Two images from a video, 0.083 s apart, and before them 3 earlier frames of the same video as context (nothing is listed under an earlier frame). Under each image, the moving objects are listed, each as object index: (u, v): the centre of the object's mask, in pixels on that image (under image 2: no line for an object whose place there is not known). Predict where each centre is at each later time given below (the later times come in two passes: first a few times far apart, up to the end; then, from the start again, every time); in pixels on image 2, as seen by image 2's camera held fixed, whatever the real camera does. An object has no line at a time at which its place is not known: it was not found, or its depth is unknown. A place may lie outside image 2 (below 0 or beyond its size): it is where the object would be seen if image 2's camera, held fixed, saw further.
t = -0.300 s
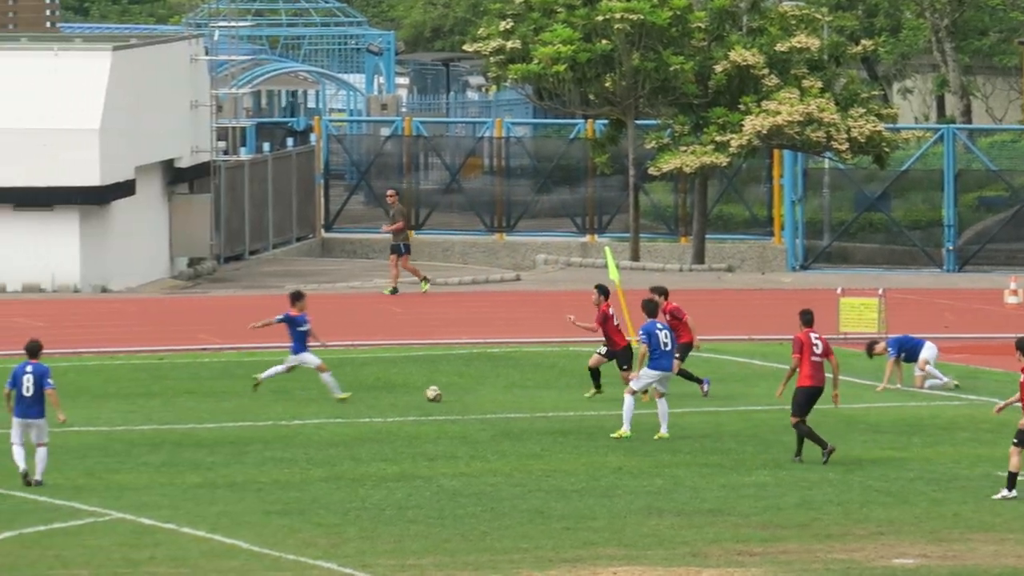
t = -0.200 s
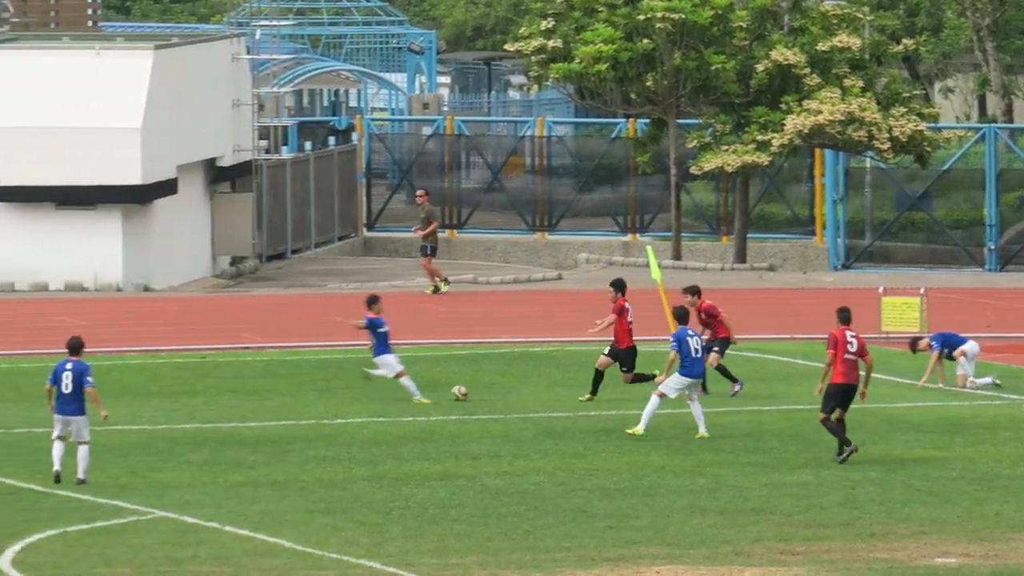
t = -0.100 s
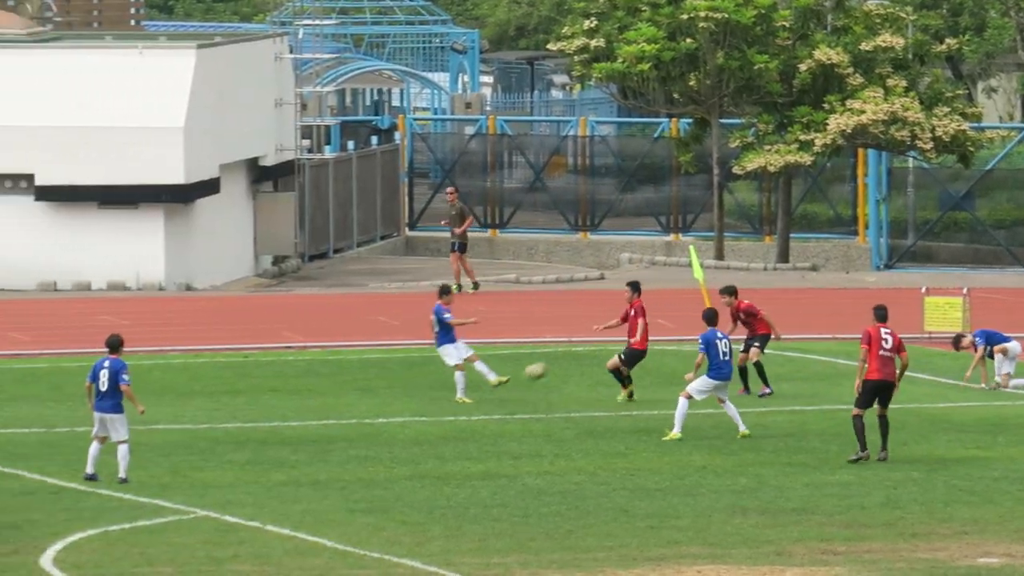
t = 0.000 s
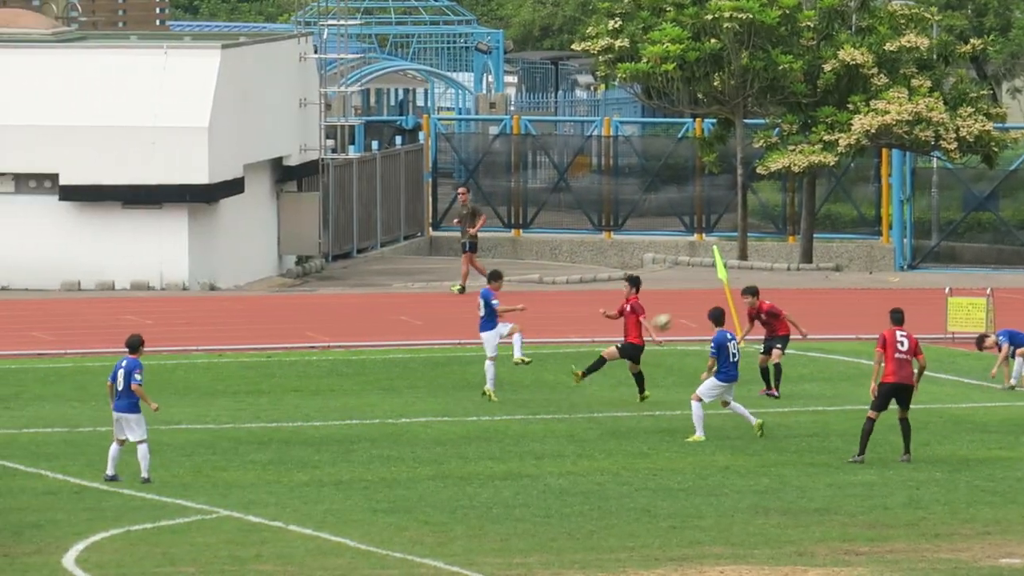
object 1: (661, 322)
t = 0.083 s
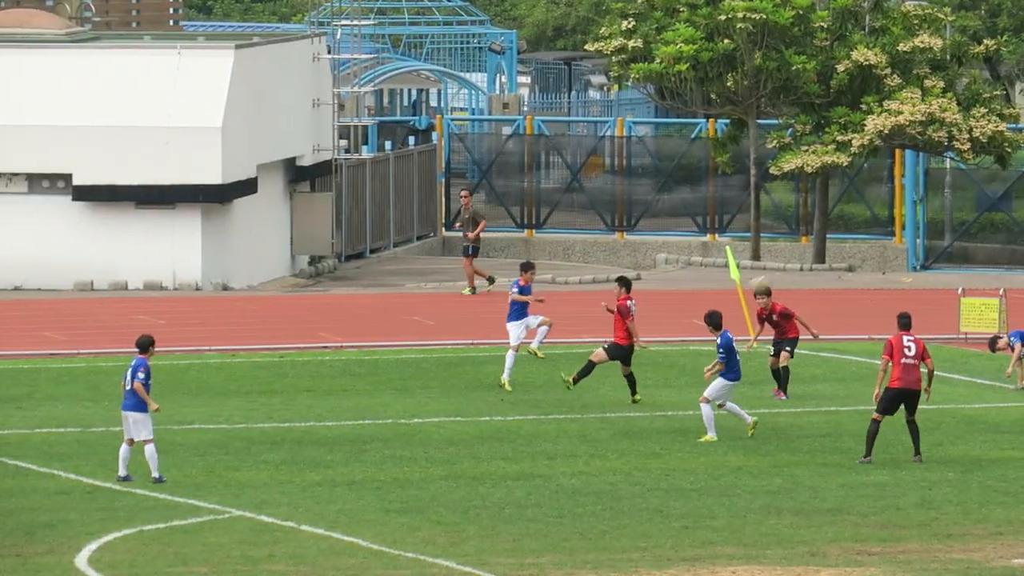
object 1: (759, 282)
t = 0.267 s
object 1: (941, 215)
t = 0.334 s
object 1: (1005, 195)
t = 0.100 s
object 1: (776, 278)
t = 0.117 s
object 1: (793, 272)
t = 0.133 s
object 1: (810, 264)
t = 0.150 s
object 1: (826, 257)
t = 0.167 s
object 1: (843, 252)
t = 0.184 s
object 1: (860, 245)
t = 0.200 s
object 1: (876, 239)
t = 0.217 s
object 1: (891, 233)
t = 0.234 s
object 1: (910, 227)
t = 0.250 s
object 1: (925, 221)
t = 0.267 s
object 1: (941, 215)
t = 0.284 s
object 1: (959, 209)
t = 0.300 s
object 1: (974, 205)
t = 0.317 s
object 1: (990, 200)
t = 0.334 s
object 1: (1005, 195)
